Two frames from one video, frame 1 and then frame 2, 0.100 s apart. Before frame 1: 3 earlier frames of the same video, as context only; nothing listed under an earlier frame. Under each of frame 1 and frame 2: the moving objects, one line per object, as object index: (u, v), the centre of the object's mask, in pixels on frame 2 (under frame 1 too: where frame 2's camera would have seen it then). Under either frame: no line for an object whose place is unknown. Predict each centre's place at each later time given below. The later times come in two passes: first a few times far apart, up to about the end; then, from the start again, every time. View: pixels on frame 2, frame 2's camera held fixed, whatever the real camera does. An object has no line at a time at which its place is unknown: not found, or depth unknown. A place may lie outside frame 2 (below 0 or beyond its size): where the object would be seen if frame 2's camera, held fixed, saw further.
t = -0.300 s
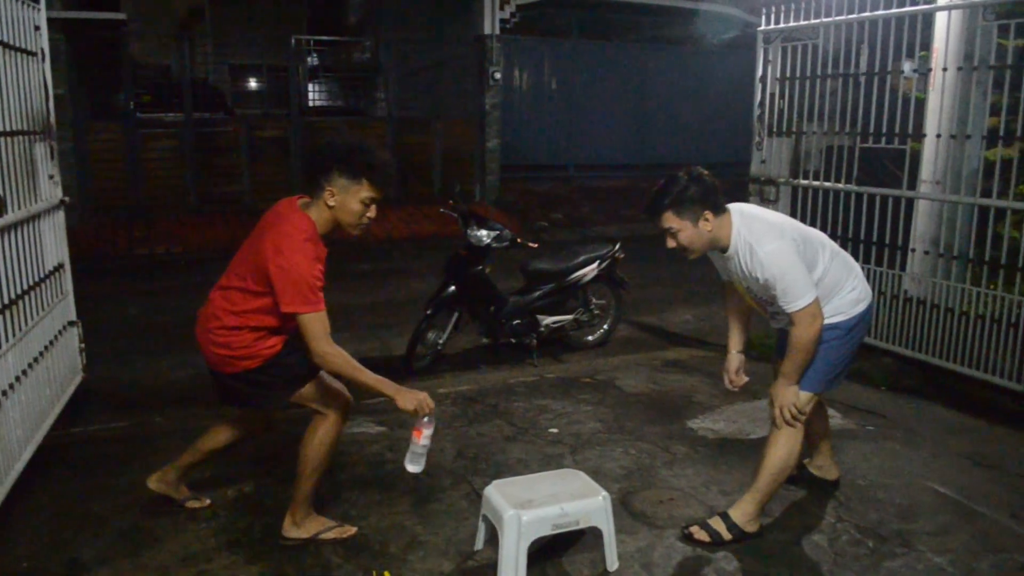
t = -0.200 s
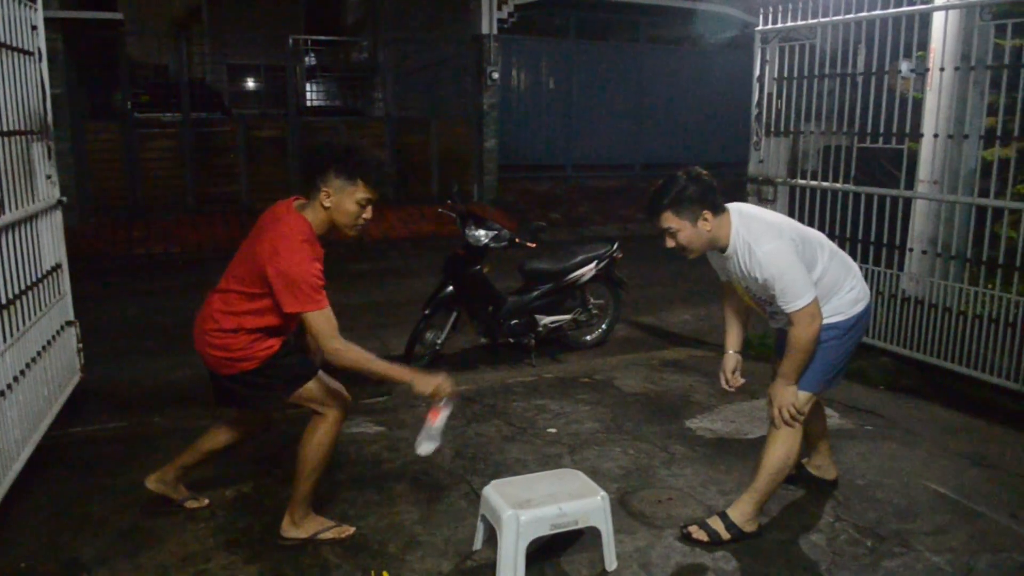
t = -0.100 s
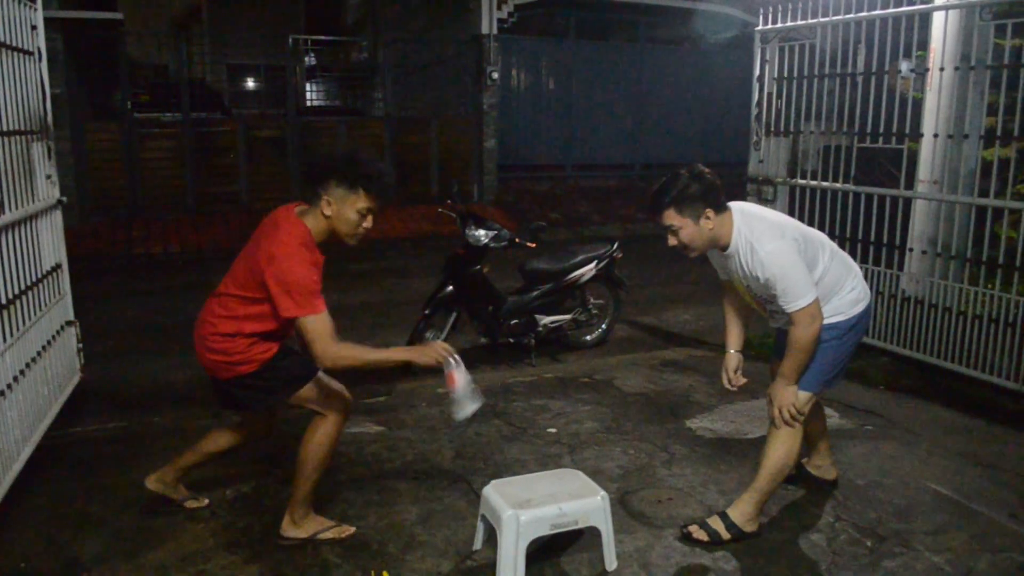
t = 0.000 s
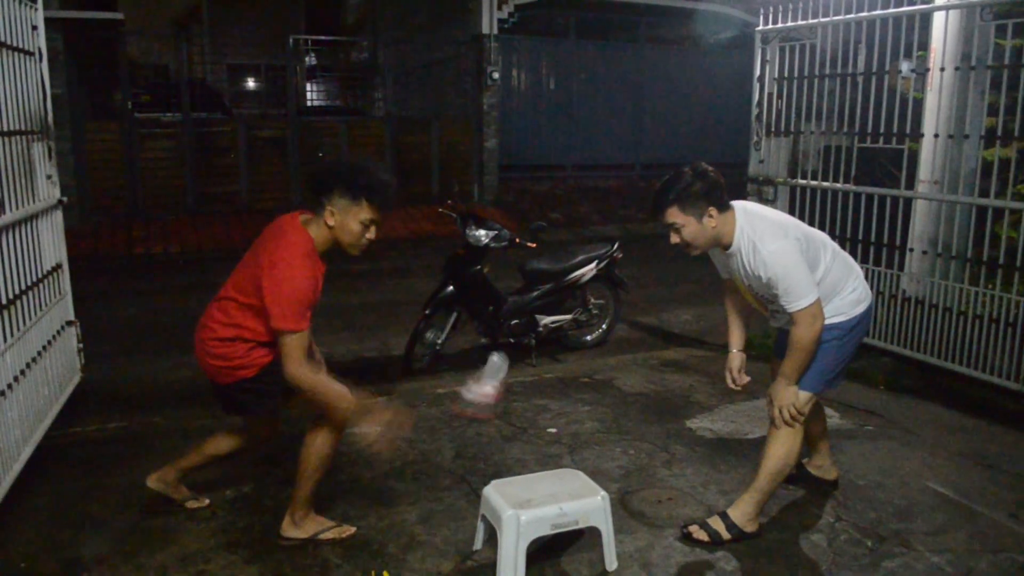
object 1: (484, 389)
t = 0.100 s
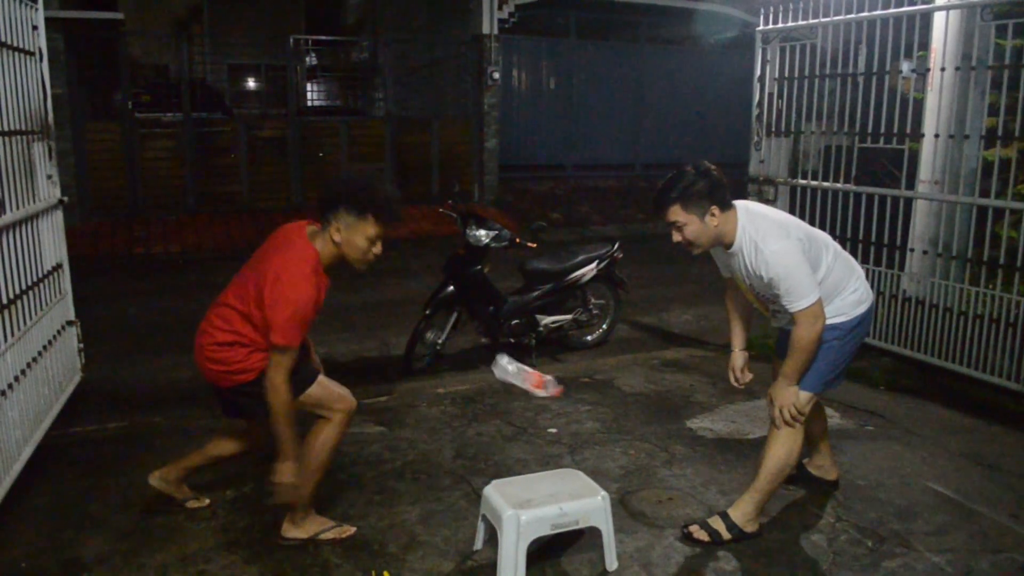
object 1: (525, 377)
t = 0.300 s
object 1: (570, 459)
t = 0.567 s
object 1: (598, 481)
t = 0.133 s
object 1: (531, 383)
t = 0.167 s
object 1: (538, 393)
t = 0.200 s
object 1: (547, 407)
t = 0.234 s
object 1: (553, 423)
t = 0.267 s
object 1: (560, 443)
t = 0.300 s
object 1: (570, 459)
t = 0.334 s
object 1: (578, 464)
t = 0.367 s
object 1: (583, 470)
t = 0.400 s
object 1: (588, 479)
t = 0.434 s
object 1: (592, 482)
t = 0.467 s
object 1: (596, 482)
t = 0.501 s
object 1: (598, 481)
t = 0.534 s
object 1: (598, 481)
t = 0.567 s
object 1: (598, 481)
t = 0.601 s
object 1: (599, 480)
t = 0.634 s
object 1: (600, 480)
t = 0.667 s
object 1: (604, 481)
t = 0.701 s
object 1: (607, 482)
